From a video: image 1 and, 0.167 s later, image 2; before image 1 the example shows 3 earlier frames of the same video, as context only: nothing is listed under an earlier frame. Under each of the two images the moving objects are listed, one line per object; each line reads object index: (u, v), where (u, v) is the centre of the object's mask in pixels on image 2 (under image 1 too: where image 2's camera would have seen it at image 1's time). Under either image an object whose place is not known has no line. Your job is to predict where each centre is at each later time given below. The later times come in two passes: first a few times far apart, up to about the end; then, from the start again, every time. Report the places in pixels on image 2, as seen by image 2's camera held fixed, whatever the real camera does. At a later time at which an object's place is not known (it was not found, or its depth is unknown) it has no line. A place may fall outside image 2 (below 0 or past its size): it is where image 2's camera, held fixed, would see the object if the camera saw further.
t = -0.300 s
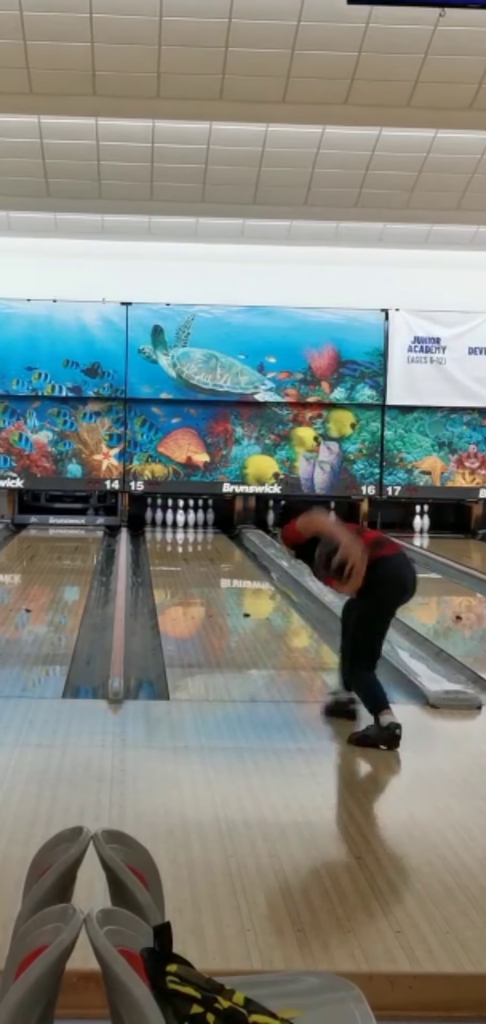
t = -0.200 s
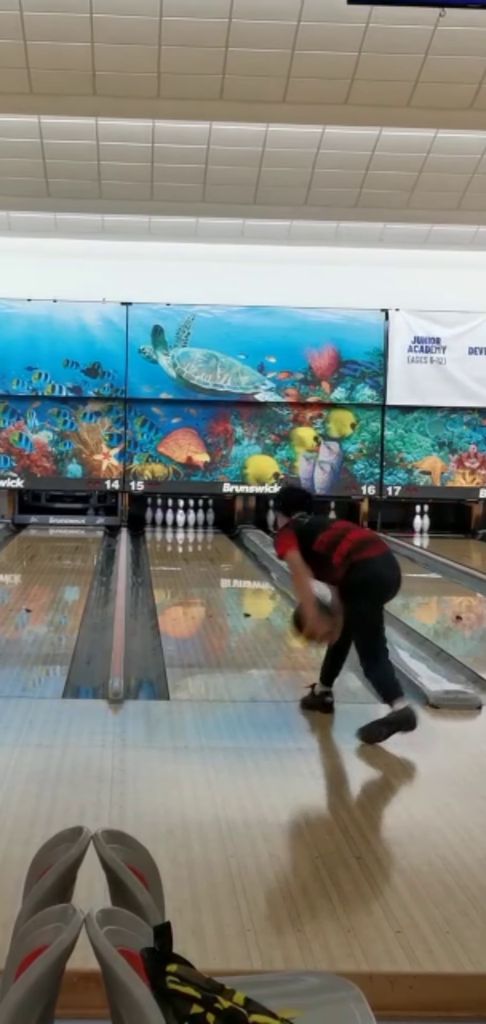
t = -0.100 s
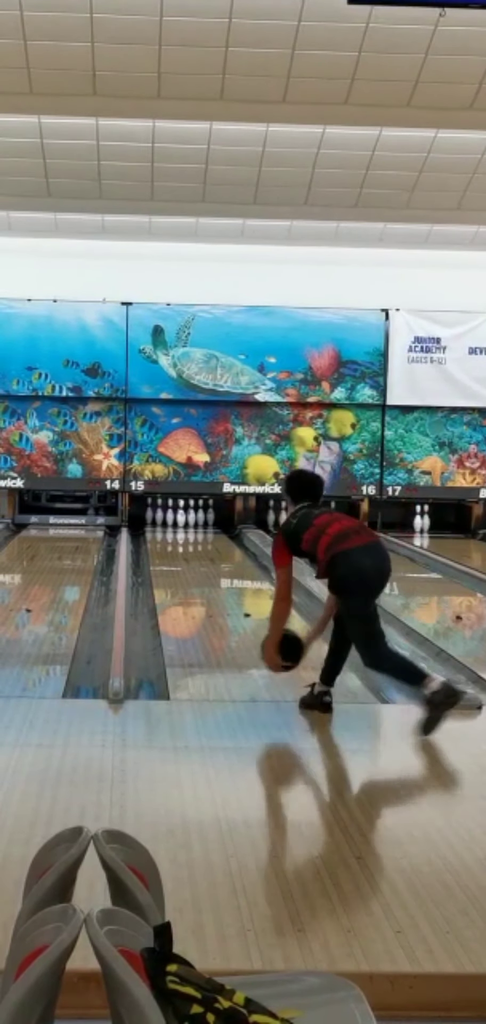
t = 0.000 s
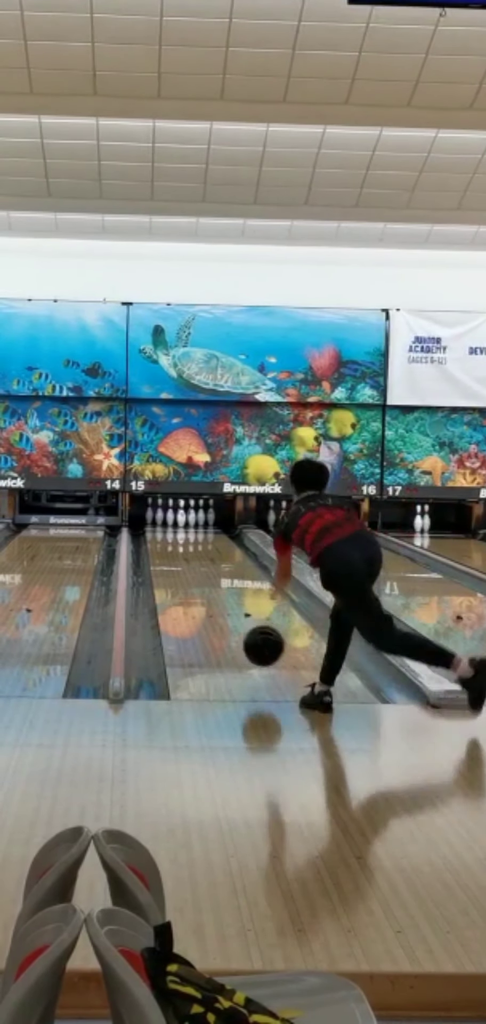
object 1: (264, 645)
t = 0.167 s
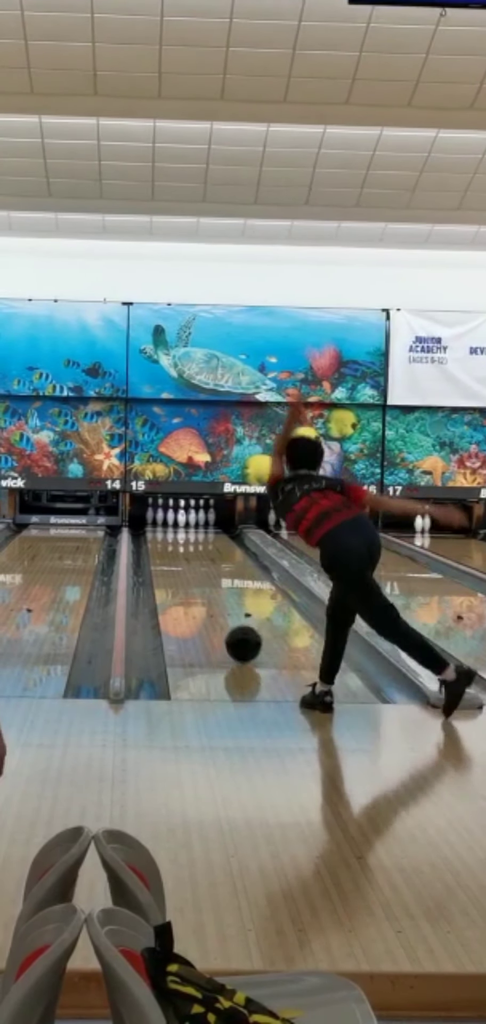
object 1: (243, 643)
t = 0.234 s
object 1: (237, 636)
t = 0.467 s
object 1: (218, 613)
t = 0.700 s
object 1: (204, 594)
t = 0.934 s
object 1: (193, 579)
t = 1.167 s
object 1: (185, 567)
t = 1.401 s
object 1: (179, 556)
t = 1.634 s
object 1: (173, 547)
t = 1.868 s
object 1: (169, 540)
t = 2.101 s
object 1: (167, 533)
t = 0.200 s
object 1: (240, 640)
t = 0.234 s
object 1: (237, 636)
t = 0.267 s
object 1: (234, 633)
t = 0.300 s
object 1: (231, 629)
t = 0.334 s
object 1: (228, 626)
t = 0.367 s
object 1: (226, 622)
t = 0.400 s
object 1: (223, 619)
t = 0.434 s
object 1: (221, 616)
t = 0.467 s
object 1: (218, 613)
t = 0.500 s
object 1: (216, 610)
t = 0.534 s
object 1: (214, 607)
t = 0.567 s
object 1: (212, 605)
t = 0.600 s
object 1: (210, 602)
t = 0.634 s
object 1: (208, 599)
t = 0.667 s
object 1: (206, 597)
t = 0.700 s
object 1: (204, 594)
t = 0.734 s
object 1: (203, 592)
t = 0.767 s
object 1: (201, 589)
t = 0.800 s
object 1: (199, 587)
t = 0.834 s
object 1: (198, 585)
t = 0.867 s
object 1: (196, 583)
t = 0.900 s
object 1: (195, 581)
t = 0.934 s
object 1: (193, 579)
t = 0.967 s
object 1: (192, 577)
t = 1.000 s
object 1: (191, 575)
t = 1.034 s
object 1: (190, 573)
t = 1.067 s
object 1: (188, 572)
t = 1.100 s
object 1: (187, 570)
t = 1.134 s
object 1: (186, 568)
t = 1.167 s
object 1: (185, 567)
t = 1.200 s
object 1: (184, 565)
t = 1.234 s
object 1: (183, 564)
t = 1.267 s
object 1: (182, 562)
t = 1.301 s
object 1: (181, 560)
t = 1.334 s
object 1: (180, 559)
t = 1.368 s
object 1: (179, 557)
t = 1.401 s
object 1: (179, 556)
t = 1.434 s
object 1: (178, 554)
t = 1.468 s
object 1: (177, 553)
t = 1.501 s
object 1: (176, 552)
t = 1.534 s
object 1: (175, 551)
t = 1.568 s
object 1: (174, 549)
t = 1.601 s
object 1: (174, 548)
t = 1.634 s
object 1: (173, 547)
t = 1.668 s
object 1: (173, 546)
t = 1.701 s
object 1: (172, 545)
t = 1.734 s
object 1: (171, 544)
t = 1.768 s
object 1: (171, 542)
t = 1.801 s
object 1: (170, 542)
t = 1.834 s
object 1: (170, 541)
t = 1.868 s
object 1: (169, 540)
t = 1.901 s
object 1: (169, 539)
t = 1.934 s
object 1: (169, 537)
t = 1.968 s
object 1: (168, 536)
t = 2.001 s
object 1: (168, 535)
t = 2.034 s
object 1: (167, 535)
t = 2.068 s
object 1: (167, 534)
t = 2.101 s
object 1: (167, 533)
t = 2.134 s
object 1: (167, 532)
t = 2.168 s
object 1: (167, 531)
